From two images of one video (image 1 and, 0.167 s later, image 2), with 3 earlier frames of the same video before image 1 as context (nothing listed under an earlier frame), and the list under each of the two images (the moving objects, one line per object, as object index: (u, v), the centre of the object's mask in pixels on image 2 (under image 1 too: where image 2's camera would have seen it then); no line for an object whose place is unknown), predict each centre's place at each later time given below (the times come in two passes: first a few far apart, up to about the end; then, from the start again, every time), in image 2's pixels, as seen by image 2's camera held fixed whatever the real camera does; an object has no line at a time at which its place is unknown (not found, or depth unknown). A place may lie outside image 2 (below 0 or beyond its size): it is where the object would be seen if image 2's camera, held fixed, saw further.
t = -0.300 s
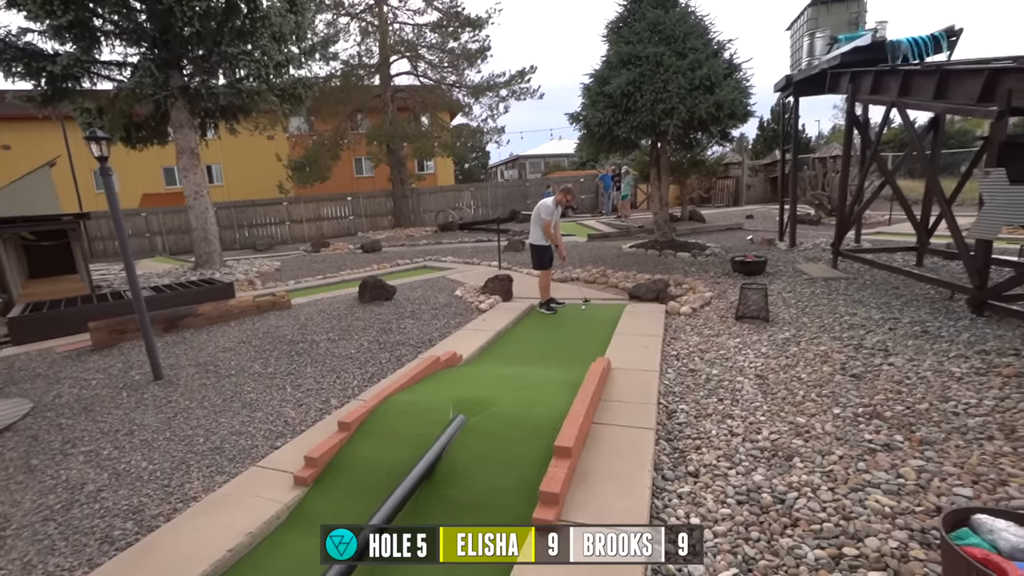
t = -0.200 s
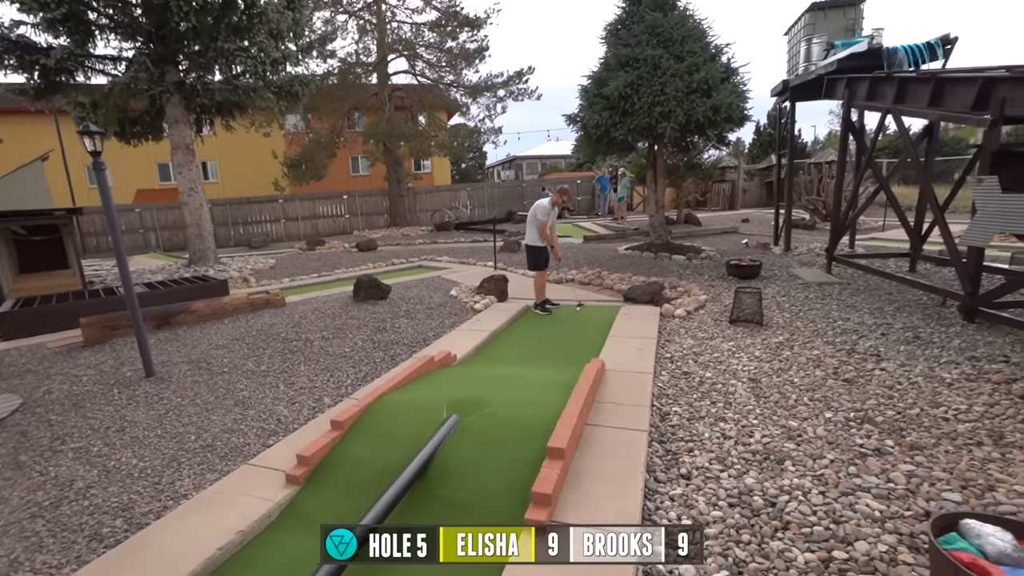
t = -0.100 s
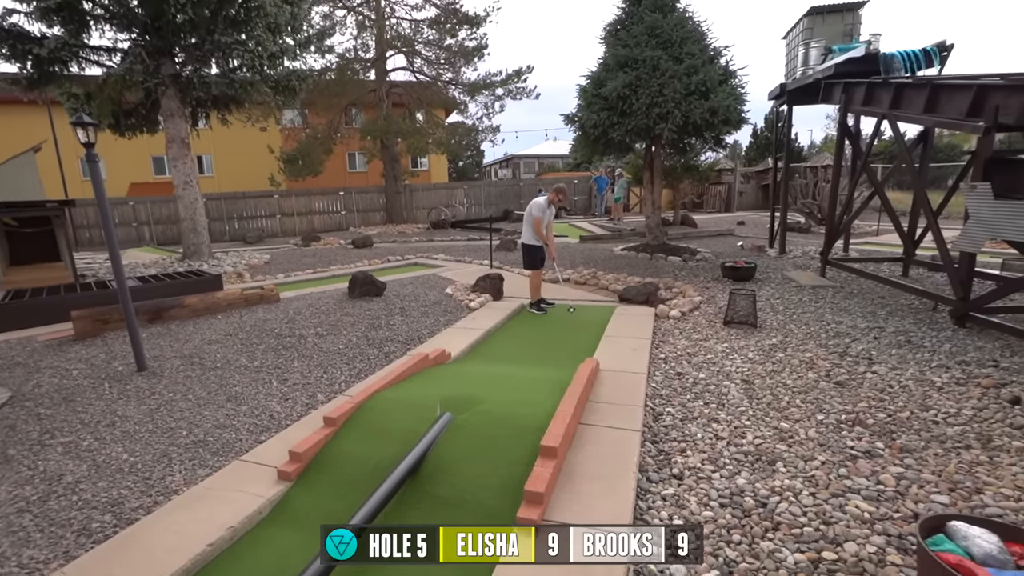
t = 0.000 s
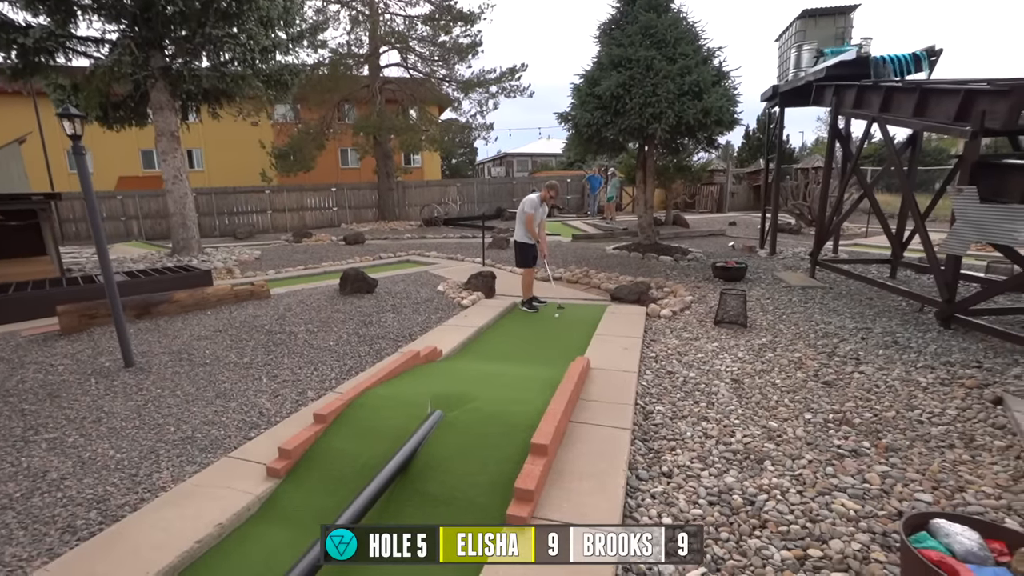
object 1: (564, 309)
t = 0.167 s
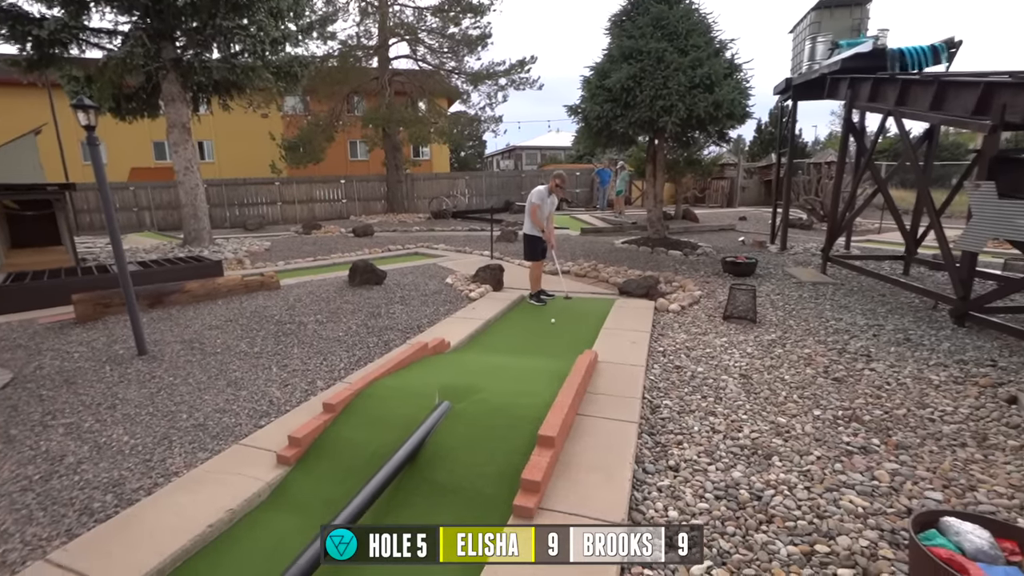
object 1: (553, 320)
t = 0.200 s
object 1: (550, 323)
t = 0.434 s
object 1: (532, 341)
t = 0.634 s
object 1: (513, 356)
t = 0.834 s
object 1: (492, 362)
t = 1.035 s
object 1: (471, 372)
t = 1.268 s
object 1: (442, 391)
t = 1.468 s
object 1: (434, 403)
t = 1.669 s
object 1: (419, 424)
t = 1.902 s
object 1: (399, 465)
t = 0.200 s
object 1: (550, 323)
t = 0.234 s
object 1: (548, 325)
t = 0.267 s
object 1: (545, 328)
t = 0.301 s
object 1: (543, 330)
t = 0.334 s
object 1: (540, 332)
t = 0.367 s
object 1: (537, 335)
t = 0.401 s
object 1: (535, 339)
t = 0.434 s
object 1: (532, 341)
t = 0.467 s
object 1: (529, 344)
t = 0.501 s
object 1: (526, 347)
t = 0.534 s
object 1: (523, 350)
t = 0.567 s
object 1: (520, 353)
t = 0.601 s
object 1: (516, 355)
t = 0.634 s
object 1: (513, 356)
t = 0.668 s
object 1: (510, 357)
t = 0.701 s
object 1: (507, 357)
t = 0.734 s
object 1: (503, 358)
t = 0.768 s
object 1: (499, 359)
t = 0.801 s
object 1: (496, 360)
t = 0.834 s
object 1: (492, 362)
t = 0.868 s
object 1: (489, 363)
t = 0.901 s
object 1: (485, 365)
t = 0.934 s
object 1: (482, 366)
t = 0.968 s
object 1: (478, 368)
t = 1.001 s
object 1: (475, 370)
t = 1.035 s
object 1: (471, 372)
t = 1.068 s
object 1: (467, 373)
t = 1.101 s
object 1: (463, 376)
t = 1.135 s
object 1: (459, 377)
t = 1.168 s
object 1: (455, 380)
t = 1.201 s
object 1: (451, 383)
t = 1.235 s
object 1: (446, 387)
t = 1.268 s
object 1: (442, 391)
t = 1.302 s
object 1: (439, 393)
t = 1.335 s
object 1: (437, 396)
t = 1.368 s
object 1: (436, 398)
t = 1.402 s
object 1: (436, 400)
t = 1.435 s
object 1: (435, 401)
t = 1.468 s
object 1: (434, 403)
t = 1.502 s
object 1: (433, 405)
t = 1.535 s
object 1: (431, 409)
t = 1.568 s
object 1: (428, 412)
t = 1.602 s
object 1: (425, 416)
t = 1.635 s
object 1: (423, 420)
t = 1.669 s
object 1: (419, 424)
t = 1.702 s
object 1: (416, 429)
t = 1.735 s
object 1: (413, 434)
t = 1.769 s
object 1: (409, 439)
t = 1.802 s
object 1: (406, 444)
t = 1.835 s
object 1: (403, 450)
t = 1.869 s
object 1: (401, 457)
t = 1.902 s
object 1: (399, 465)
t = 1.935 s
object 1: (398, 475)
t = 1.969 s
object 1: (398, 487)
